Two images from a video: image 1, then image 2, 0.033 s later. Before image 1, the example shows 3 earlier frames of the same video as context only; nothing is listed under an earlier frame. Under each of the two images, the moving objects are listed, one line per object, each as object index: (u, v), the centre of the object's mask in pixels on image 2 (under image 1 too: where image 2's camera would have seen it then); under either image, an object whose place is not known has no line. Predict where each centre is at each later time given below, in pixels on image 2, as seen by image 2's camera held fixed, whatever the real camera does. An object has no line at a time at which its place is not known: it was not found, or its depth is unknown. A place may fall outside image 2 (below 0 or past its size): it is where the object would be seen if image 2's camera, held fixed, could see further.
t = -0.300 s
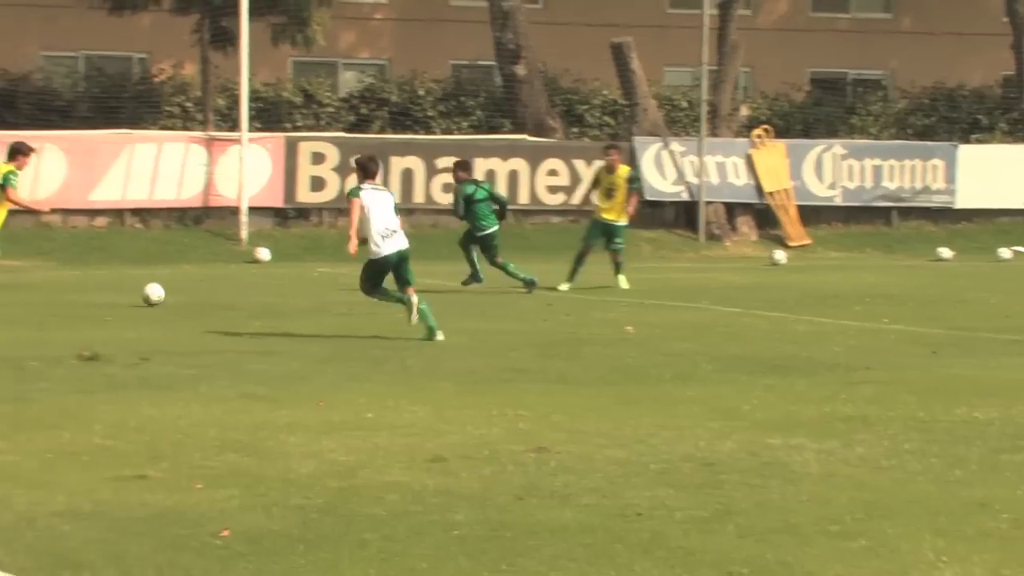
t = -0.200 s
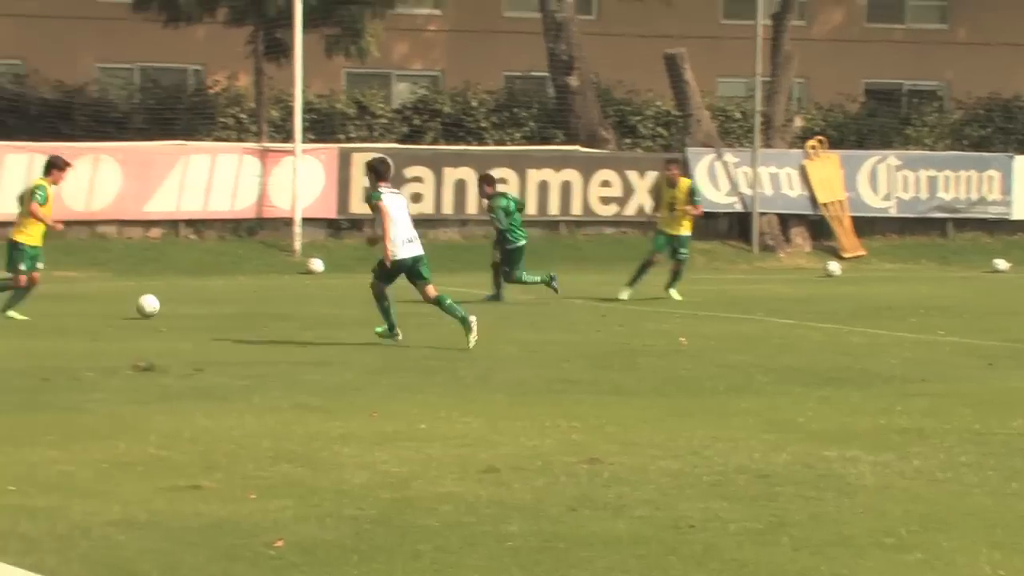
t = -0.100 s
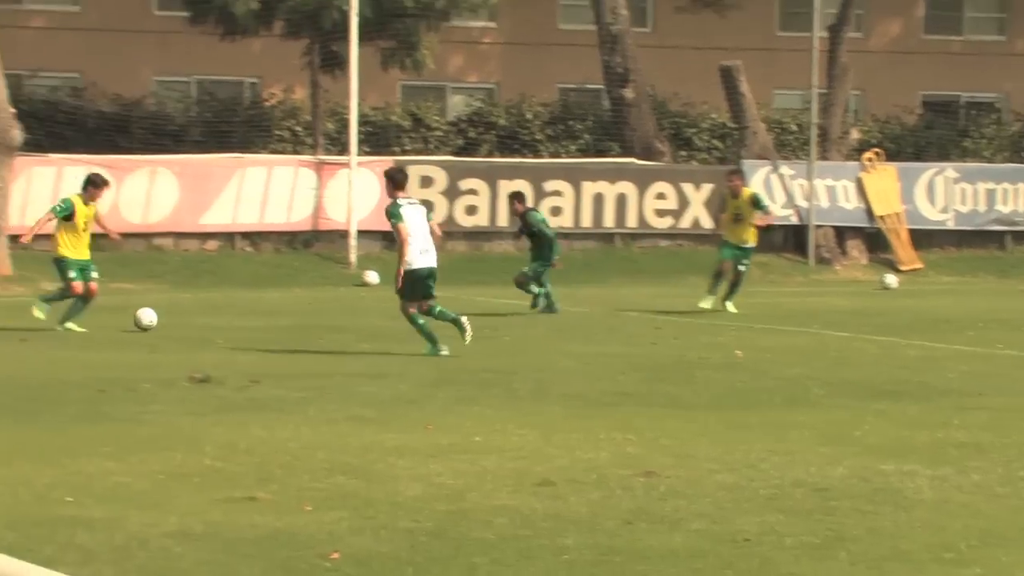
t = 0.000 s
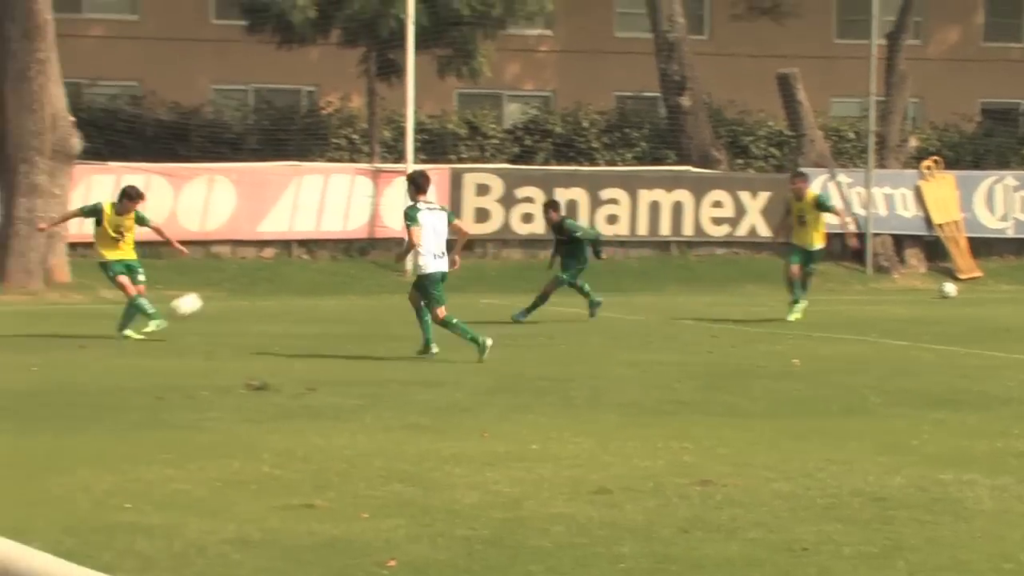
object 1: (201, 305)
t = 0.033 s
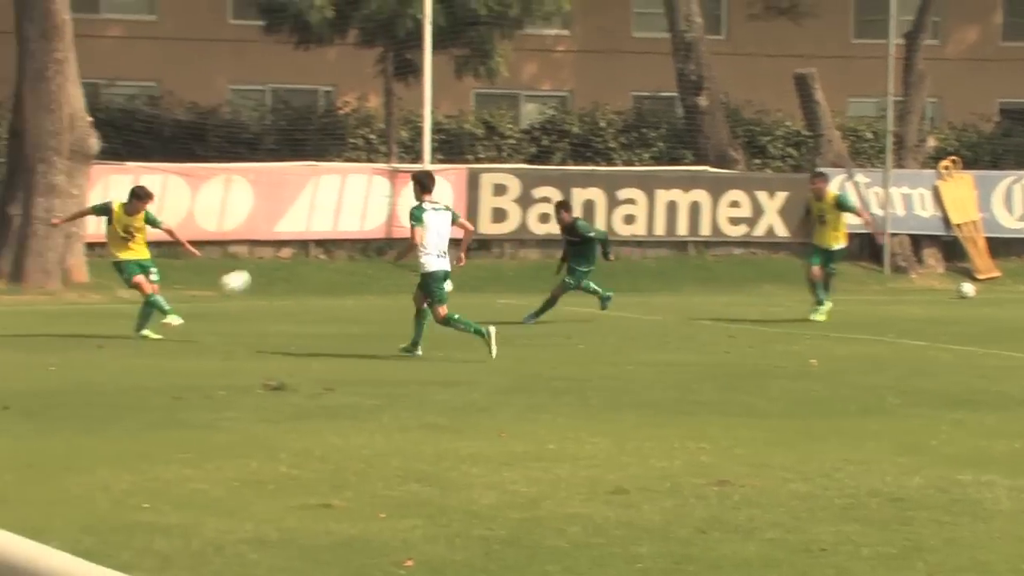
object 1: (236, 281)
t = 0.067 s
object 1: (274, 259)
